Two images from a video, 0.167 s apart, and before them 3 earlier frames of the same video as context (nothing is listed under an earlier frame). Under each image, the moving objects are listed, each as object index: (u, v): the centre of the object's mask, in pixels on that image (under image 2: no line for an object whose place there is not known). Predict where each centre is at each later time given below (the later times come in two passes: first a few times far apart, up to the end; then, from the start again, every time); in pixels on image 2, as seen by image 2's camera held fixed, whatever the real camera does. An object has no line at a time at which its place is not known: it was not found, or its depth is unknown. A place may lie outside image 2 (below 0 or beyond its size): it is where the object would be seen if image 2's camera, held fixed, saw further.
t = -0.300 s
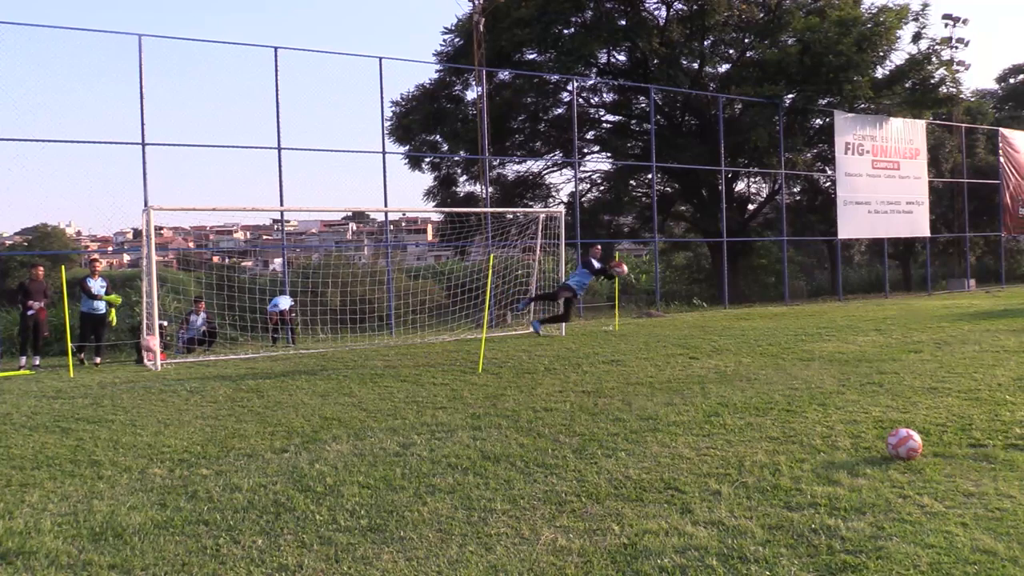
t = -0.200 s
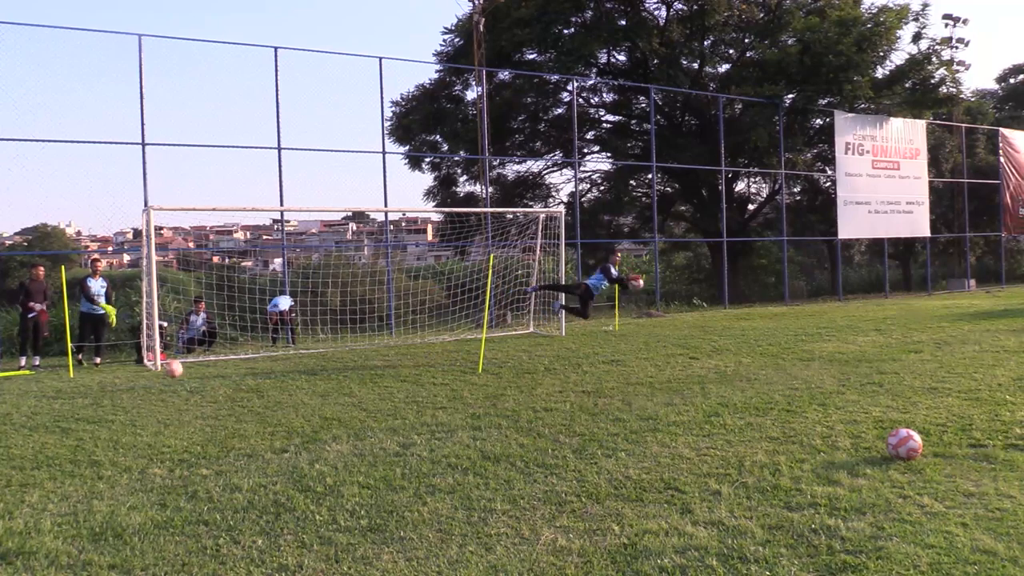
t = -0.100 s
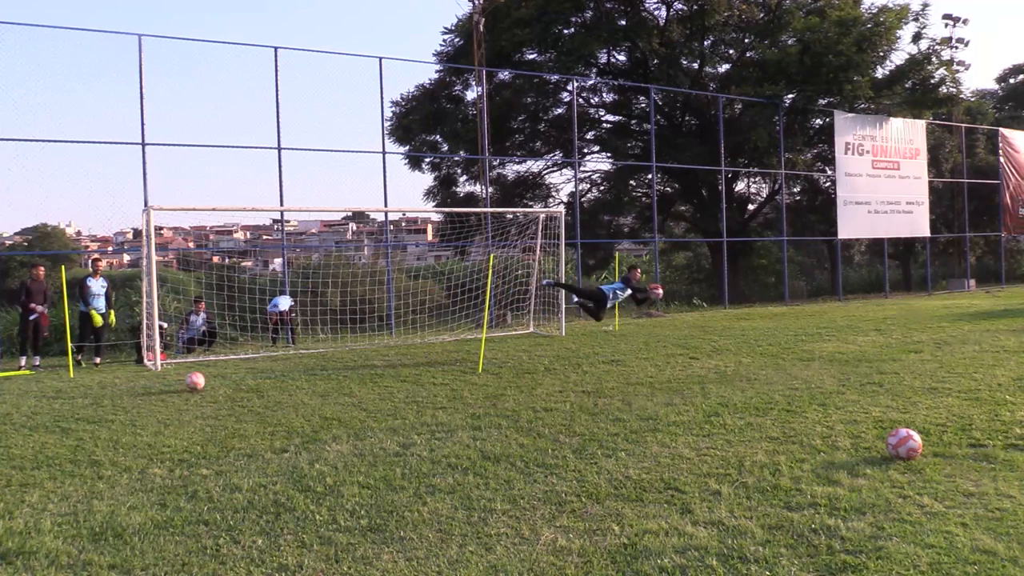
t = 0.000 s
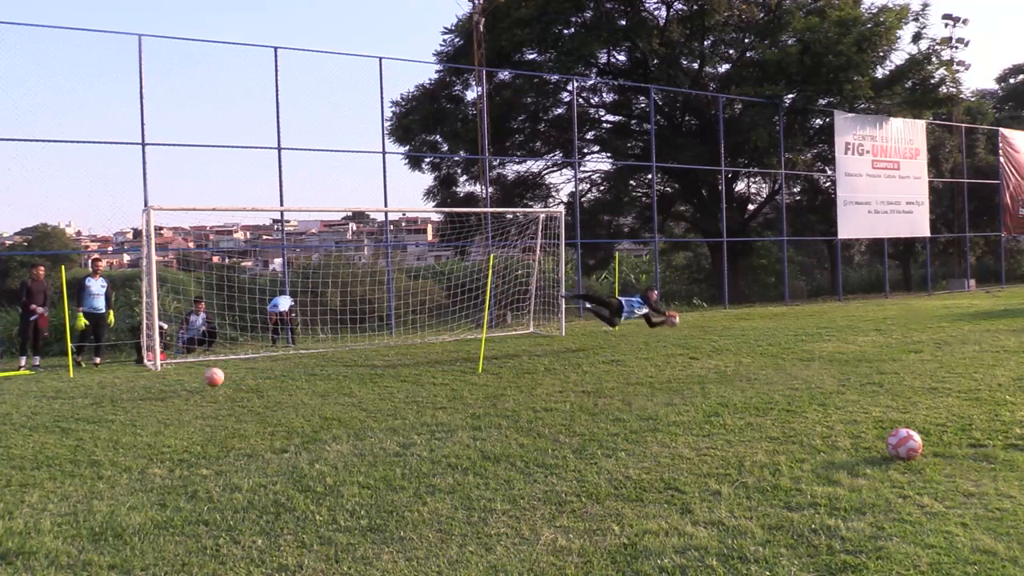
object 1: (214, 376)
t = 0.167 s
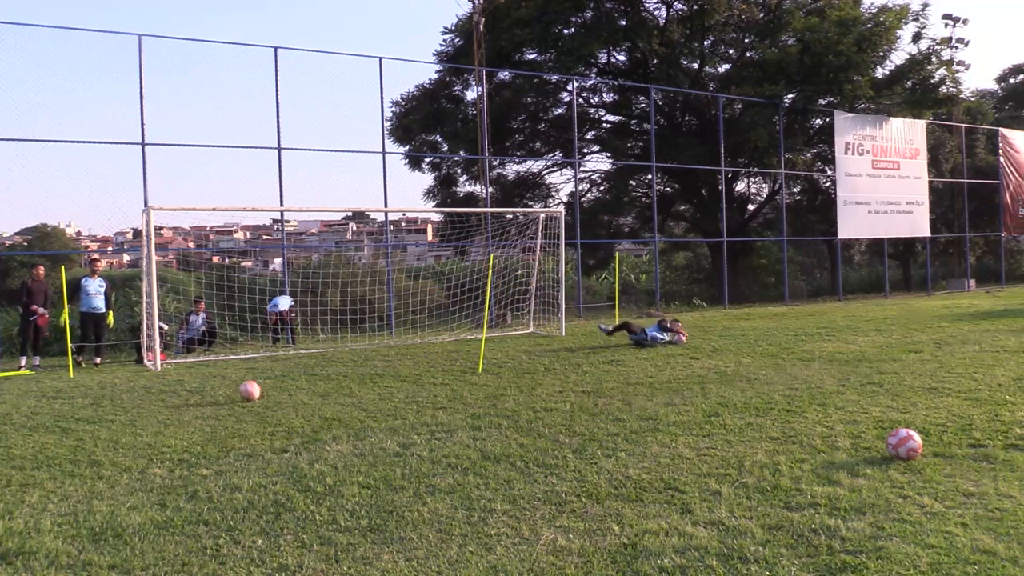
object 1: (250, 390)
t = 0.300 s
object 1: (279, 397)
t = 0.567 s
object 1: (343, 404)
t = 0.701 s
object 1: (377, 414)
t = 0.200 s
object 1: (258, 394)
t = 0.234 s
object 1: (264, 396)
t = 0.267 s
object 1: (272, 397)
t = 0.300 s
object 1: (279, 397)
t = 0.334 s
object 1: (287, 398)
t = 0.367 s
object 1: (295, 400)
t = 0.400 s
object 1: (303, 401)
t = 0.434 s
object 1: (311, 404)
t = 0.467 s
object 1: (319, 405)
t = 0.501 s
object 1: (327, 404)
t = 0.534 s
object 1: (334, 404)
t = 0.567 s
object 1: (343, 404)
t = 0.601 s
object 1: (351, 406)
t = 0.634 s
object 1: (360, 409)
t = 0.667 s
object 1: (369, 412)
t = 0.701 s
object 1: (377, 414)
